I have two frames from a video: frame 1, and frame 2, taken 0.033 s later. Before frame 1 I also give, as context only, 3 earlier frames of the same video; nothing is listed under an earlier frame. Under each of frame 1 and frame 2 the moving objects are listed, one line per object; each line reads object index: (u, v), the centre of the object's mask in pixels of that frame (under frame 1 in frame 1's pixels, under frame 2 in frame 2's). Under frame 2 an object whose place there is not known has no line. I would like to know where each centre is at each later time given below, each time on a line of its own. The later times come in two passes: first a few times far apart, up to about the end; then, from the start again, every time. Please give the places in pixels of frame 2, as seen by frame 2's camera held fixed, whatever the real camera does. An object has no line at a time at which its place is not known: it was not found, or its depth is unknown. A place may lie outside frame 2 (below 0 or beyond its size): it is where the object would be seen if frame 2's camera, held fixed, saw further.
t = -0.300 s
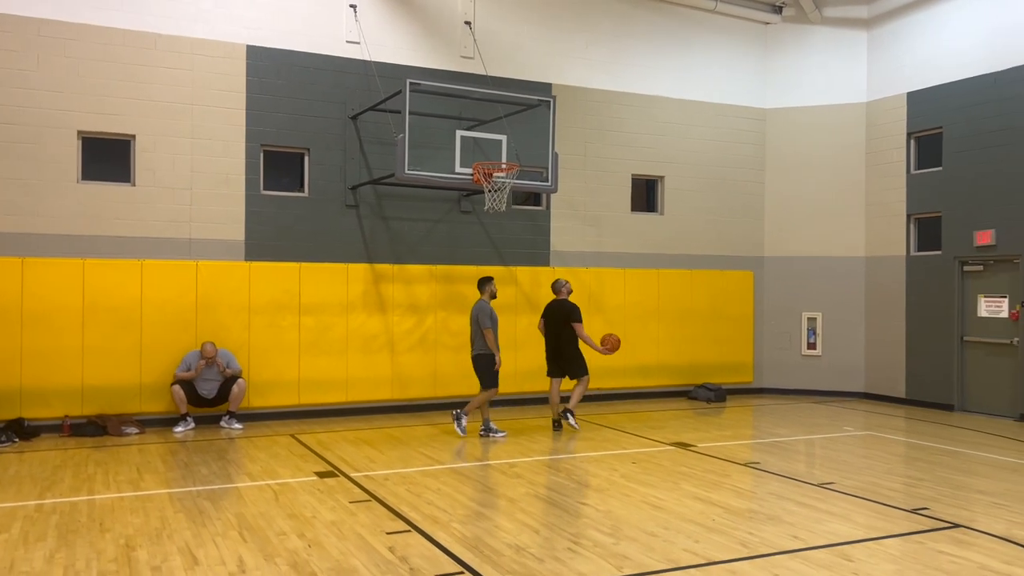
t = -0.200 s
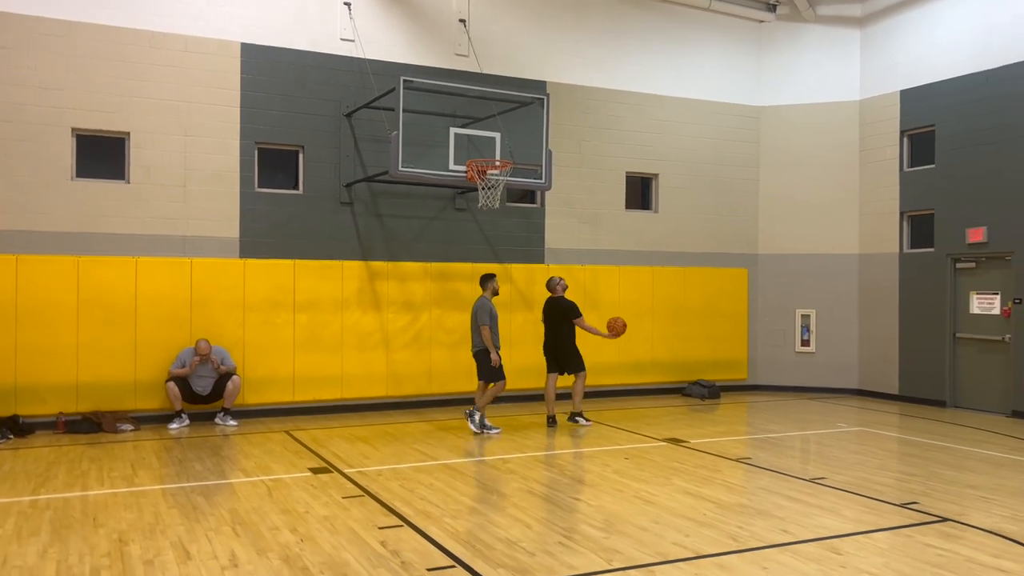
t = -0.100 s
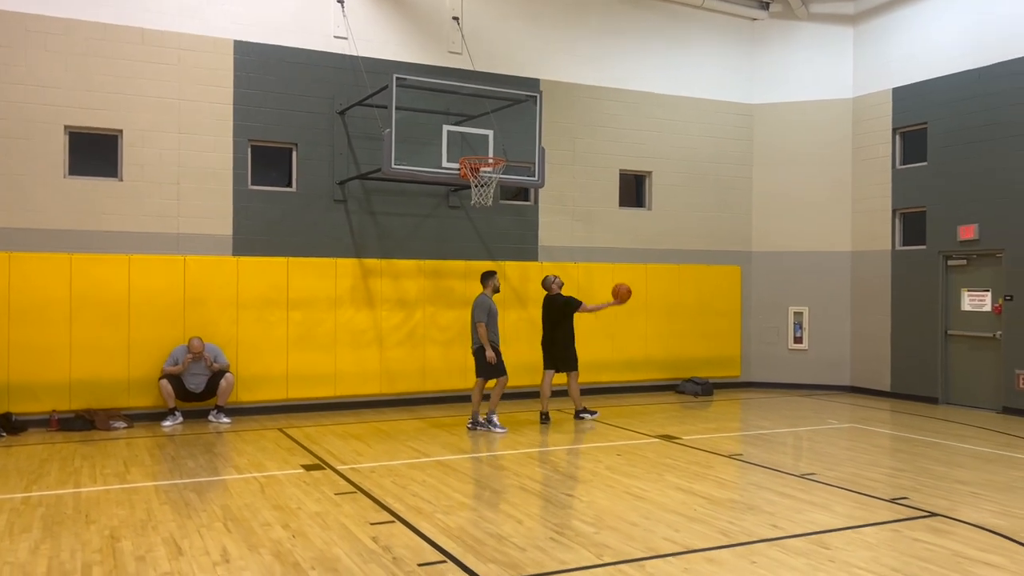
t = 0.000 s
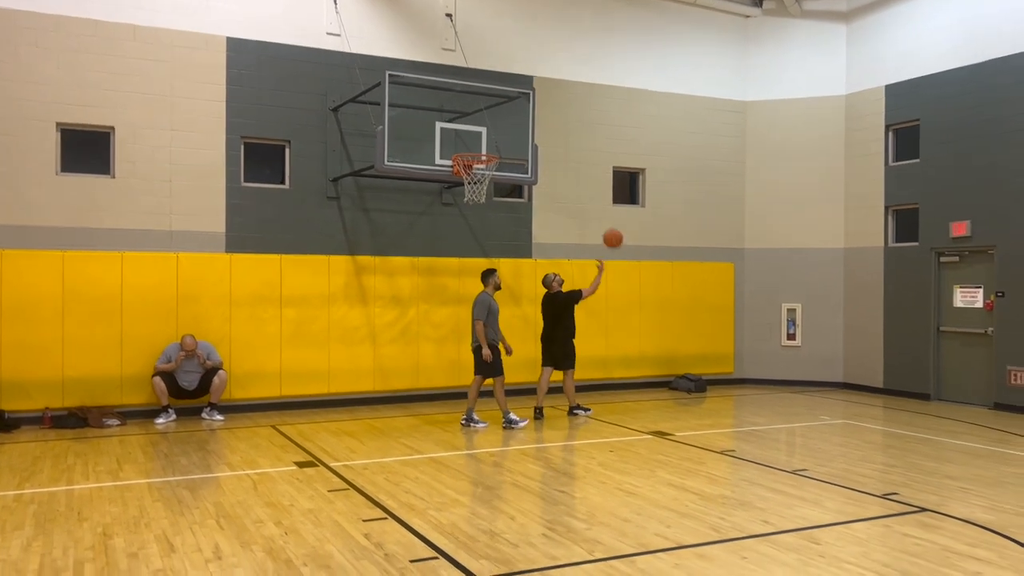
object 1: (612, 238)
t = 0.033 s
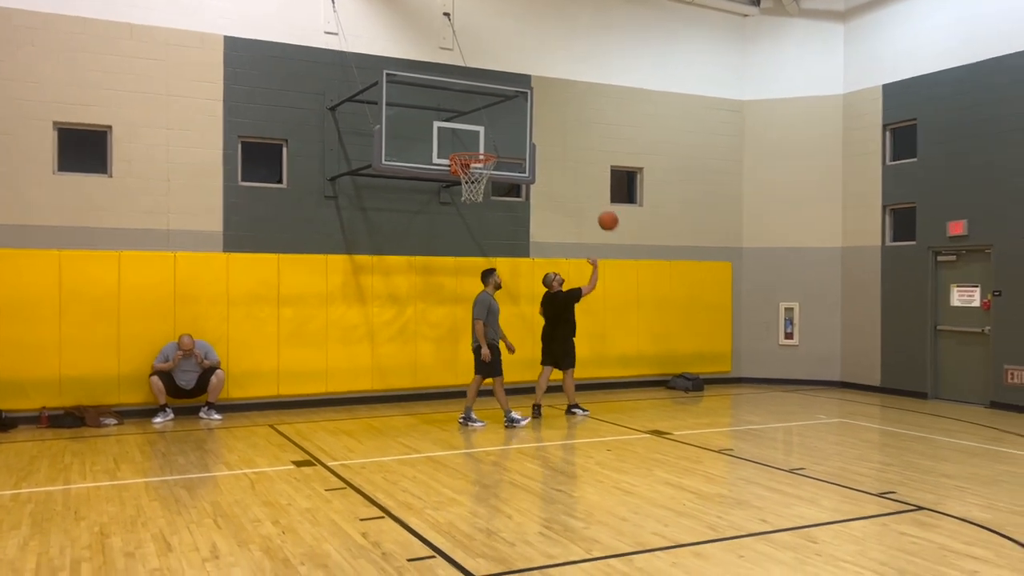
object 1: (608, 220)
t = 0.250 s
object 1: (592, 129)
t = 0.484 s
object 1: (576, 70)
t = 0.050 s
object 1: (607, 212)
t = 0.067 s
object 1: (605, 204)
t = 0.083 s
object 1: (604, 196)
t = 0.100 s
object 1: (603, 189)
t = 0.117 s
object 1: (601, 181)
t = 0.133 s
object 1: (600, 174)
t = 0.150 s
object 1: (599, 167)
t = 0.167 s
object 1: (598, 160)
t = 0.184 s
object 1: (597, 153)
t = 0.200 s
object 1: (595, 147)
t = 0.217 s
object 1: (594, 141)
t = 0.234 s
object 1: (593, 135)
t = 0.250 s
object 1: (592, 129)
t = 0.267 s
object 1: (591, 123)
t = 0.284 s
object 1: (589, 118)
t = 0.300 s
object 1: (588, 113)
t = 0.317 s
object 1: (587, 108)
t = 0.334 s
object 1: (586, 103)
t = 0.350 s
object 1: (585, 99)
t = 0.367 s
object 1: (584, 94)
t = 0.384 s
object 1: (583, 90)
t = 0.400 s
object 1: (582, 86)
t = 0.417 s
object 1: (580, 82)
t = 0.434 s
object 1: (579, 79)
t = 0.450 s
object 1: (578, 76)
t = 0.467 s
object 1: (577, 73)
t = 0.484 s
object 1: (576, 70)
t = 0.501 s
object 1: (575, 68)
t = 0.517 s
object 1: (573, 65)
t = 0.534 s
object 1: (572, 63)
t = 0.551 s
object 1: (571, 61)
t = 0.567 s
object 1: (570, 60)
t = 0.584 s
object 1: (569, 59)
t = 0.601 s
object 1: (568, 57)
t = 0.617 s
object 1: (567, 56)
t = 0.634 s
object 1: (566, 56)
